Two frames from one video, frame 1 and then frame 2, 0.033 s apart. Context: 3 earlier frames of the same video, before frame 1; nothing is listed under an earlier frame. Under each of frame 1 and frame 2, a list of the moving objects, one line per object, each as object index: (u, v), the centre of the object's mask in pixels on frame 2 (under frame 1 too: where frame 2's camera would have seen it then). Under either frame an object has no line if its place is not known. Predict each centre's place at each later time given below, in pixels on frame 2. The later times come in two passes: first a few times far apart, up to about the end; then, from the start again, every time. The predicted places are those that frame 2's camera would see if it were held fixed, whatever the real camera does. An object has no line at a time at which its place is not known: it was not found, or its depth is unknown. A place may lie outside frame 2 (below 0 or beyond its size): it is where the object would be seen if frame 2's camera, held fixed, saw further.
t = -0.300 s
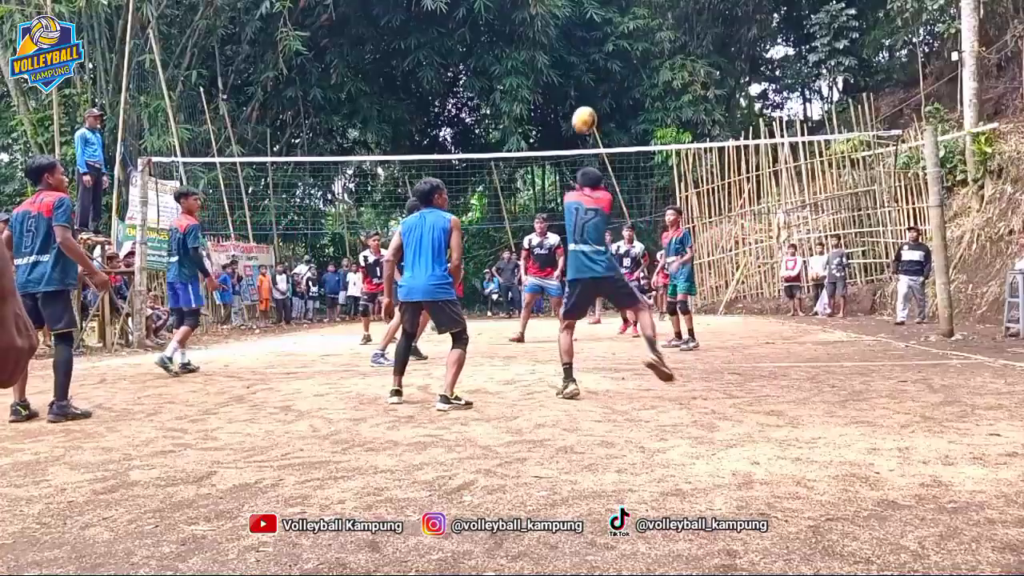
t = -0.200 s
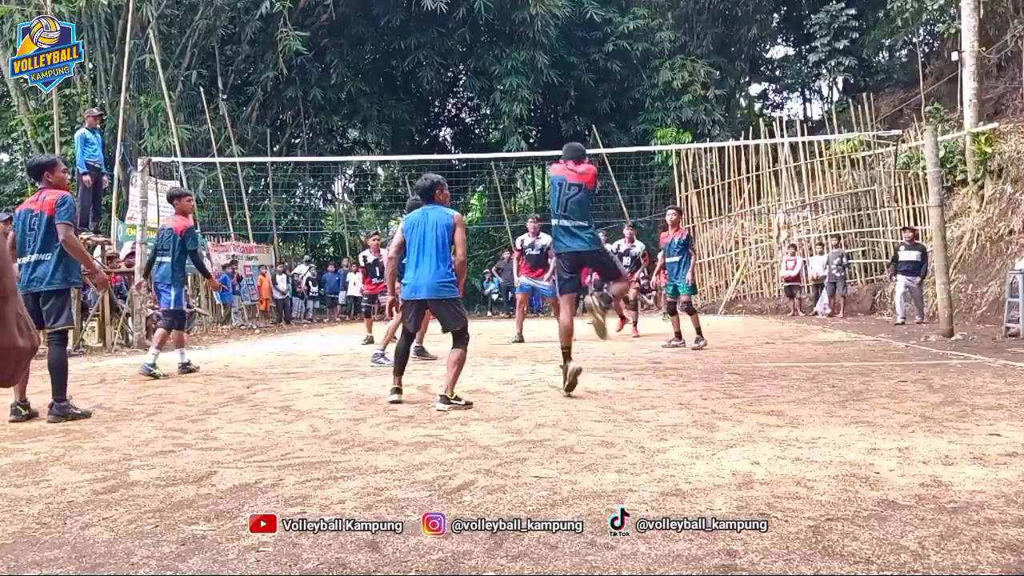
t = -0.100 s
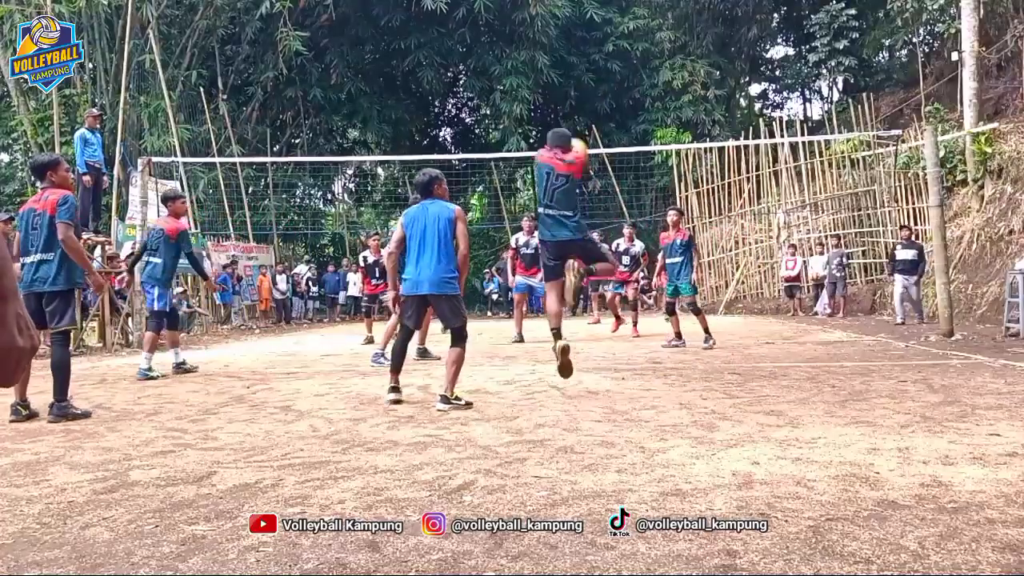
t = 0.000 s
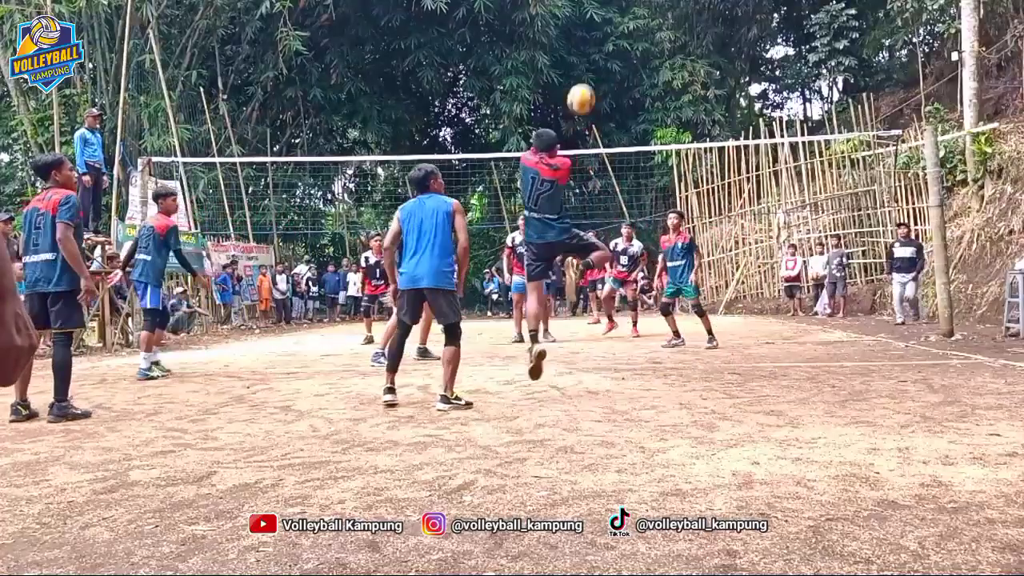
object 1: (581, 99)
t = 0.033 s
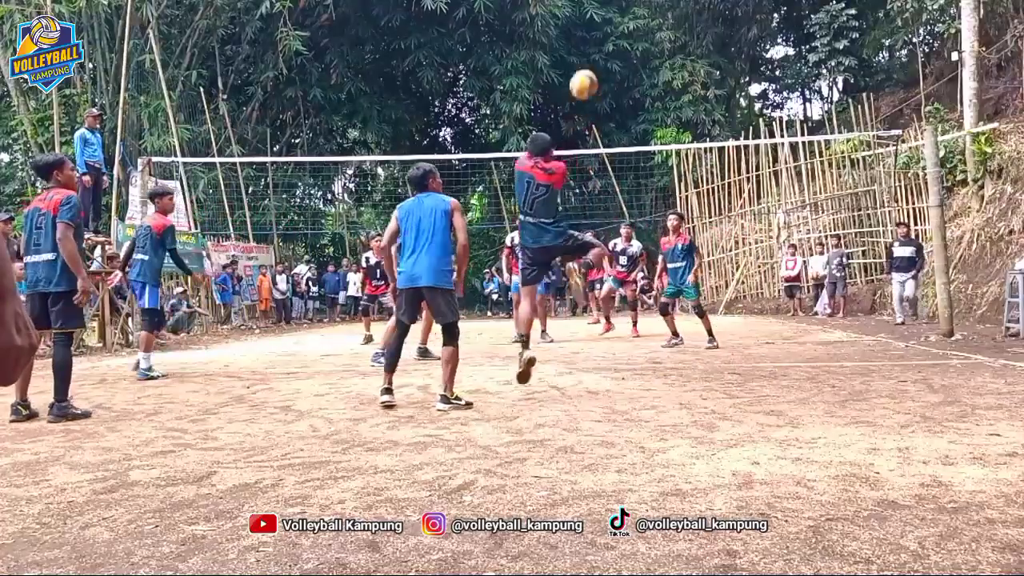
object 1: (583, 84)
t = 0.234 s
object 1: (597, 34)
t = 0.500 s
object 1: (612, 45)
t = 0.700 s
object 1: (623, 100)
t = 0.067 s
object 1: (586, 72)
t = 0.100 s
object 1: (588, 61)
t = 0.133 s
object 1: (590, 51)
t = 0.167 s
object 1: (593, 44)
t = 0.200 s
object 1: (595, 38)
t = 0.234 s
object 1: (597, 34)
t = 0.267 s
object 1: (599, 30)
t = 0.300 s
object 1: (601, 29)
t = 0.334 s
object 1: (602, 28)
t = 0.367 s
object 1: (604, 29)
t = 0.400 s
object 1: (606, 32)
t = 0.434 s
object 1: (608, 34)
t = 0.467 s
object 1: (610, 39)
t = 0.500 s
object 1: (612, 45)
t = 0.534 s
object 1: (614, 51)
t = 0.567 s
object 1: (616, 59)
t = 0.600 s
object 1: (617, 68)
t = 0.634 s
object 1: (619, 78)
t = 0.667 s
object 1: (621, 88)
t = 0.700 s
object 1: (623, 100)
